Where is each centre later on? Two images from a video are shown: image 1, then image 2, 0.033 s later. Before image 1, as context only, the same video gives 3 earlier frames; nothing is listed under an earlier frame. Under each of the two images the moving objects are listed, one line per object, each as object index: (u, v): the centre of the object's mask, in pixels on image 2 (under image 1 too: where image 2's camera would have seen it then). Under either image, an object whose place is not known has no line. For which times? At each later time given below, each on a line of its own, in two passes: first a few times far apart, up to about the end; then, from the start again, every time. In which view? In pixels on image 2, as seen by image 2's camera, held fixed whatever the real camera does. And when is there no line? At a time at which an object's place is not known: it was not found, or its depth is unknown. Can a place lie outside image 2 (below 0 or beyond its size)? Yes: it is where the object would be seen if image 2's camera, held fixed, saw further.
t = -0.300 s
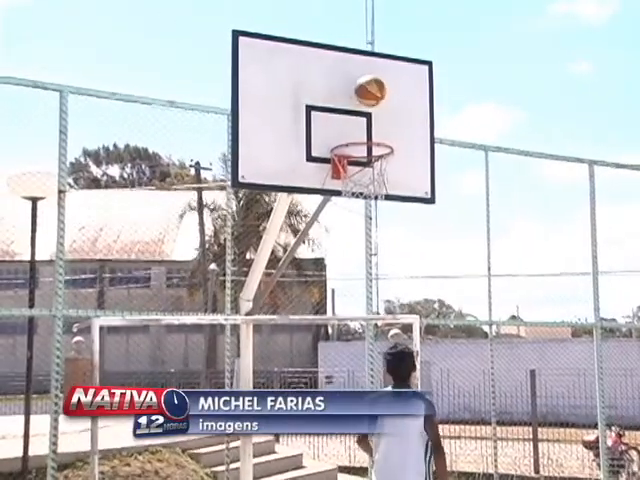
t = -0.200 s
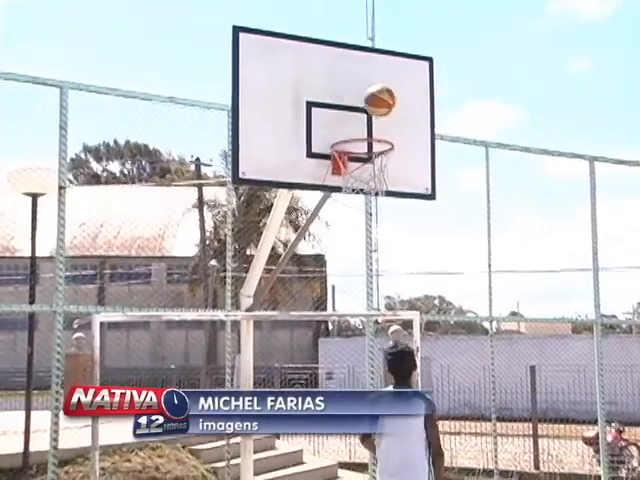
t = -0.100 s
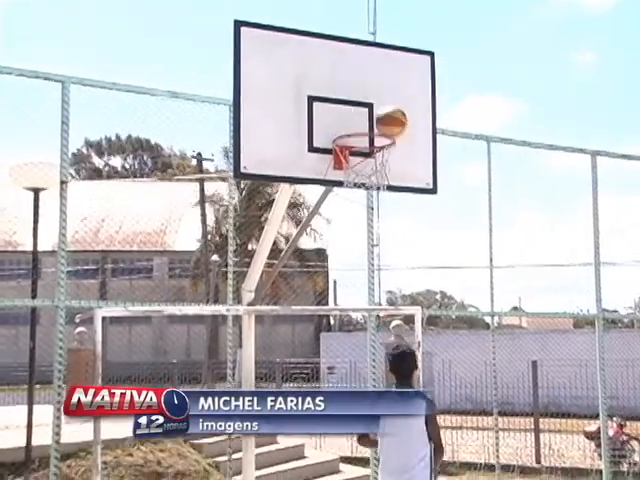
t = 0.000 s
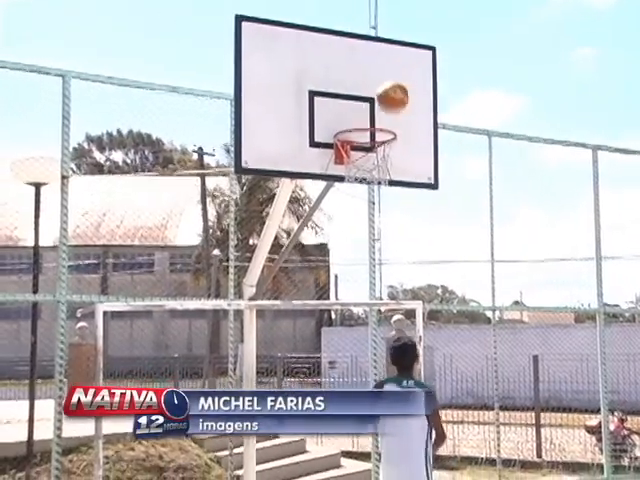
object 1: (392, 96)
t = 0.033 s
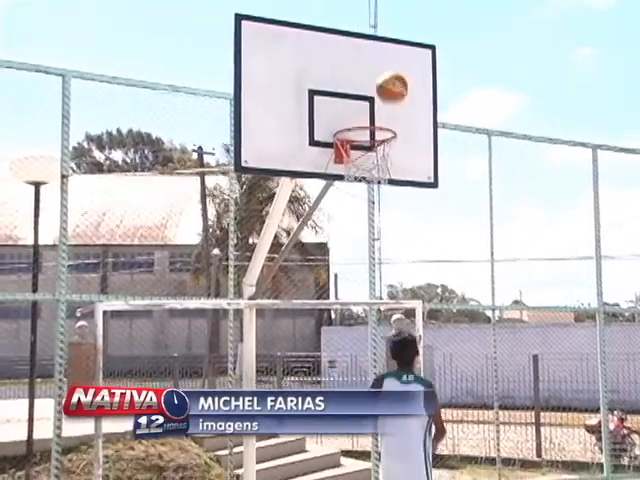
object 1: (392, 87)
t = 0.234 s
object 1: (389, 68)
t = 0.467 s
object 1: (387, 108)
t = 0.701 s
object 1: (380, 83)
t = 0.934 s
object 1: (374, 111)
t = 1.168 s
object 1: (362, 109)
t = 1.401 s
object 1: (359, 155)
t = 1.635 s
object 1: (374, 163)
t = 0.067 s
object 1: (391, 80)
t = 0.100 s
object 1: (391, 75)
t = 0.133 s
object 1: (390, 71)
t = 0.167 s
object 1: (390, 69)
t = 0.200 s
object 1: (390, 68)
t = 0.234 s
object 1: (389, 68)
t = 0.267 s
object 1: (389, 70)
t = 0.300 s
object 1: (389, 73)
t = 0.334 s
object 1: (388, 77)
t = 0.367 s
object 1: (388, 83)
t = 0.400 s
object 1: (388, 90)
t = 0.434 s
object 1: (387, 99)
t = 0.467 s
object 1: (387, 108)
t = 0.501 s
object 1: (386, 110)
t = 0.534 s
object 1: (386, 104)
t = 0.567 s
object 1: (384, 96)
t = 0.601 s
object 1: (383, 90)
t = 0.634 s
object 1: (382, 87)
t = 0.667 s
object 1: (381, 84)
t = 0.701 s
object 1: (380, 83)
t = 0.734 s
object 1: (379, 82)
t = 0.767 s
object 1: (378, 84)
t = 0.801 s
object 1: (378, 87)
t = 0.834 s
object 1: (377, 92)
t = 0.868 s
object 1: (376, 97)
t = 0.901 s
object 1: (375, 105)
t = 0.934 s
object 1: (374, 111)
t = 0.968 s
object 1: (372, 108)
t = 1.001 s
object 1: (370, 105)
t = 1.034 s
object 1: (369, 103)
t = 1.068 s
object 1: (367, 102)
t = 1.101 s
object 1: (366, 103)
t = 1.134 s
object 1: (364, 105)
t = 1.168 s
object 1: (362, 109)
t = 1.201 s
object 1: (360, 113)
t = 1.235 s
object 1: (358, 117)
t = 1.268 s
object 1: (360, 125)
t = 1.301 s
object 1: (359, 133)
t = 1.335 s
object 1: (359, 138)
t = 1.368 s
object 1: (359, 147)
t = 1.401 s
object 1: (359, 155)
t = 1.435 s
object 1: (361, 157)
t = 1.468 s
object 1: (363, 155)
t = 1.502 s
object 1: (366, 161)
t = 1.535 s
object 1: (367, 161)
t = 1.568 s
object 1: (369, 161)
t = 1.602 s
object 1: (371, 161)
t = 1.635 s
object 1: (374, 163)
